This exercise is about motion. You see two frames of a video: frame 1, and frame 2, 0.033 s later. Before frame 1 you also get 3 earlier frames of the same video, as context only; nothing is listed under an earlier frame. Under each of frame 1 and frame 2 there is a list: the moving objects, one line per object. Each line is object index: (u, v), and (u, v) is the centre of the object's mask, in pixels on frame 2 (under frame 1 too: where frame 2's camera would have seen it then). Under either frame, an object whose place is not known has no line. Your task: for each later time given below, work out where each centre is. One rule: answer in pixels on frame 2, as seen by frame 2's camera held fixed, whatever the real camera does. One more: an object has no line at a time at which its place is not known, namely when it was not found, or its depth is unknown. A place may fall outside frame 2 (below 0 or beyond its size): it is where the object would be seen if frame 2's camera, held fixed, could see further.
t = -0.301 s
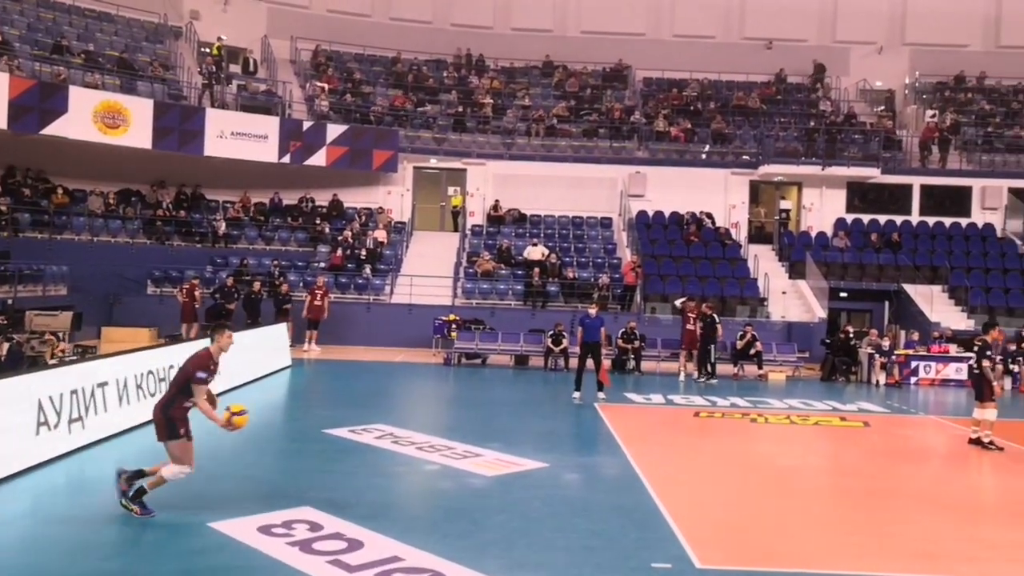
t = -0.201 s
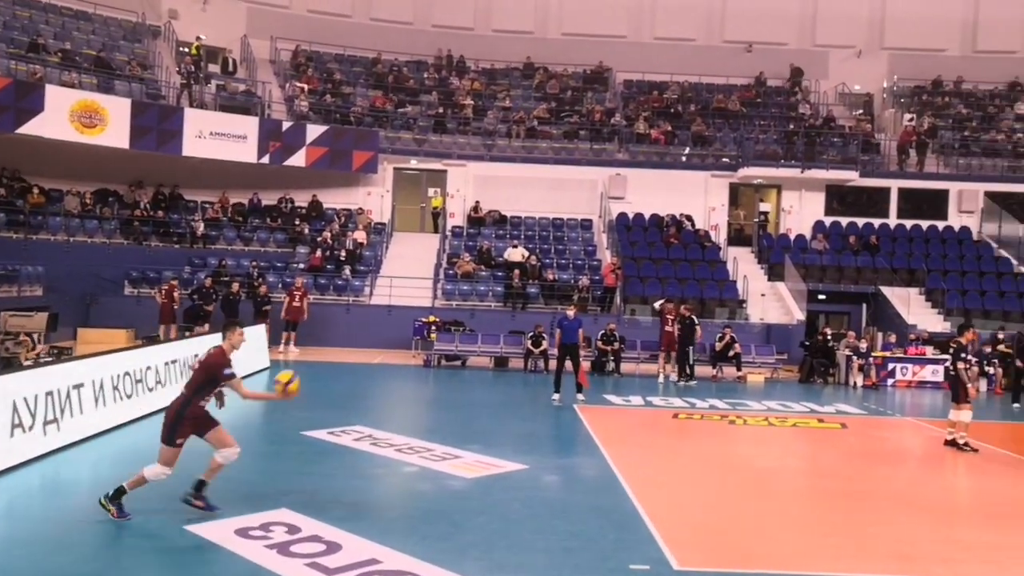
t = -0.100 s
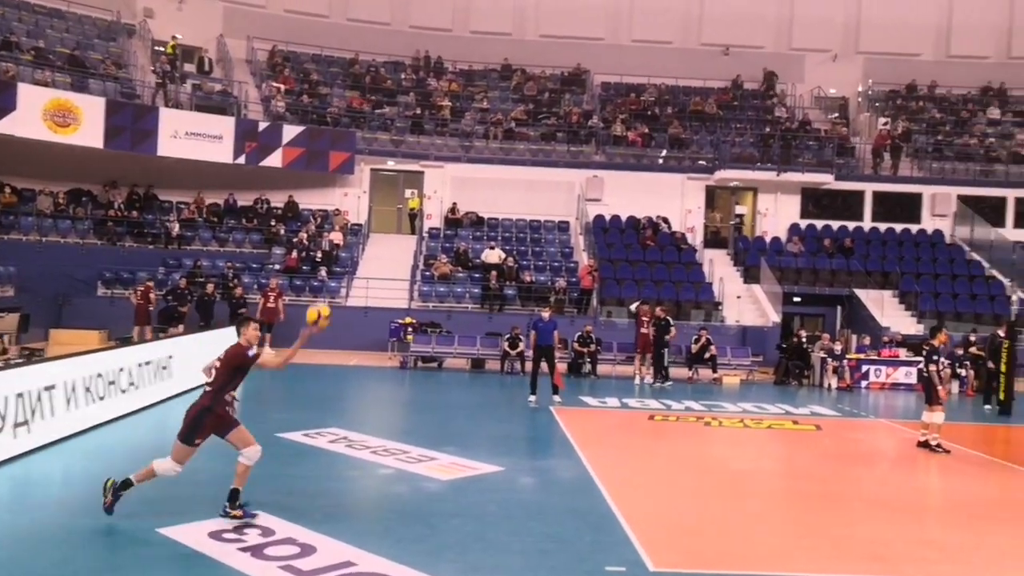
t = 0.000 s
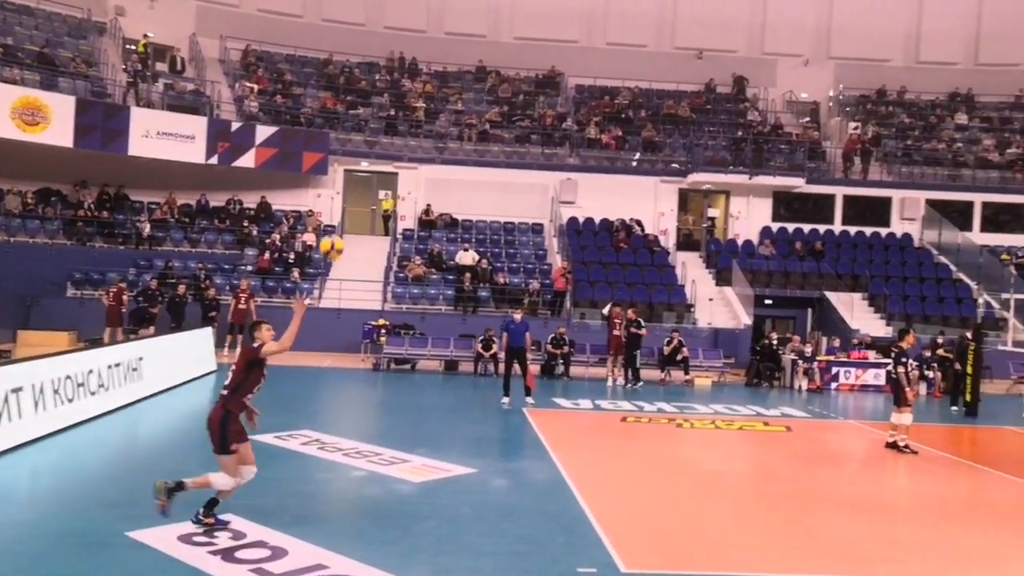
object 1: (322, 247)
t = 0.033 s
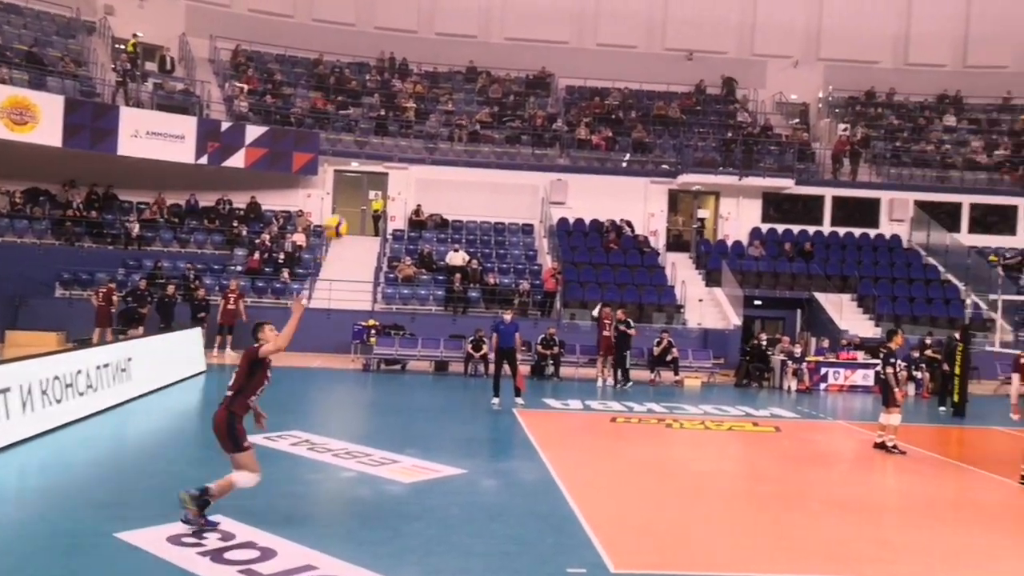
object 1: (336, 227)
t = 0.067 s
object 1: (347, 207)
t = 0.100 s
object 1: (361, 189)
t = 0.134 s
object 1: (373, 174)
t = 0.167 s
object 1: (385, 158)
